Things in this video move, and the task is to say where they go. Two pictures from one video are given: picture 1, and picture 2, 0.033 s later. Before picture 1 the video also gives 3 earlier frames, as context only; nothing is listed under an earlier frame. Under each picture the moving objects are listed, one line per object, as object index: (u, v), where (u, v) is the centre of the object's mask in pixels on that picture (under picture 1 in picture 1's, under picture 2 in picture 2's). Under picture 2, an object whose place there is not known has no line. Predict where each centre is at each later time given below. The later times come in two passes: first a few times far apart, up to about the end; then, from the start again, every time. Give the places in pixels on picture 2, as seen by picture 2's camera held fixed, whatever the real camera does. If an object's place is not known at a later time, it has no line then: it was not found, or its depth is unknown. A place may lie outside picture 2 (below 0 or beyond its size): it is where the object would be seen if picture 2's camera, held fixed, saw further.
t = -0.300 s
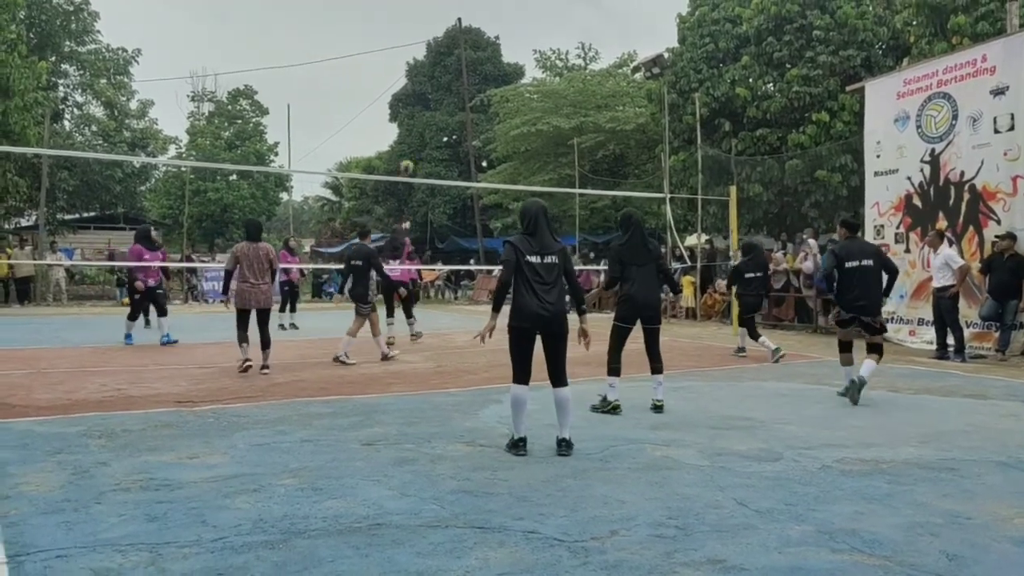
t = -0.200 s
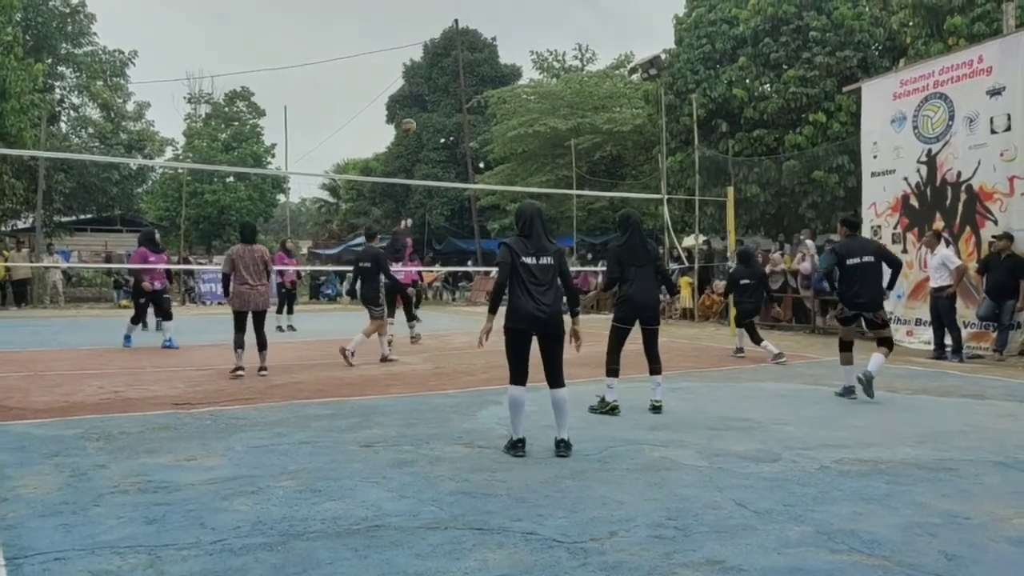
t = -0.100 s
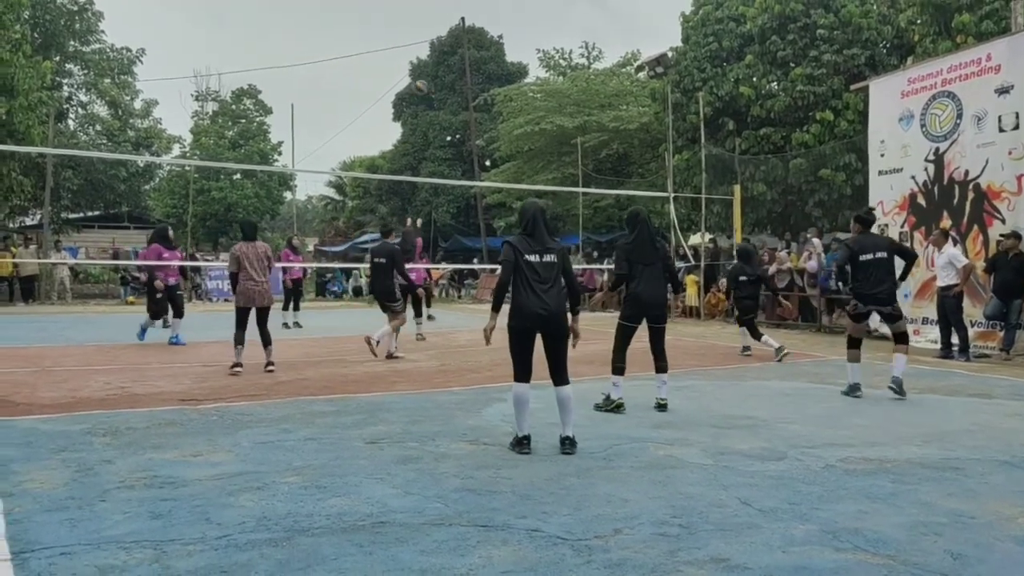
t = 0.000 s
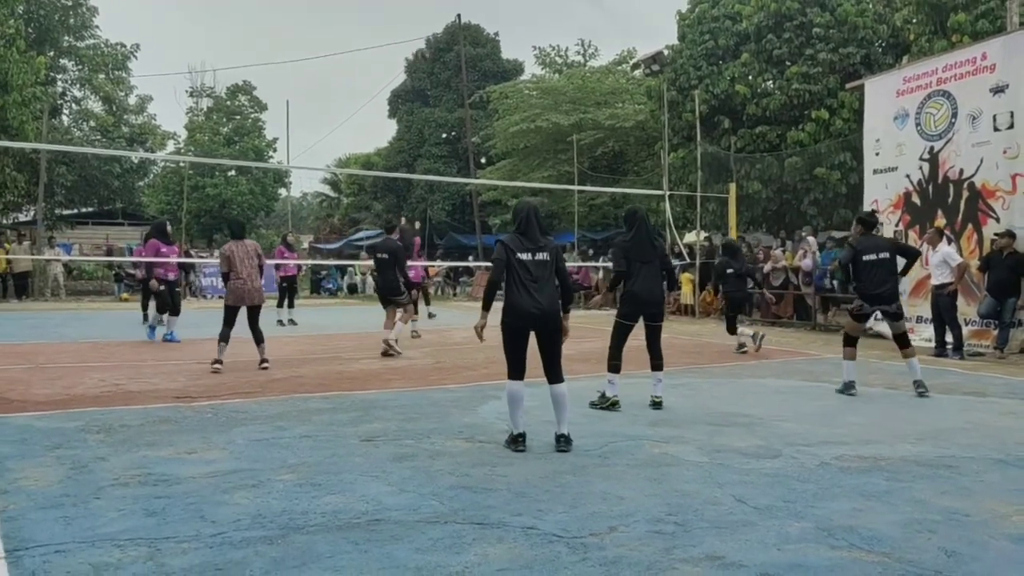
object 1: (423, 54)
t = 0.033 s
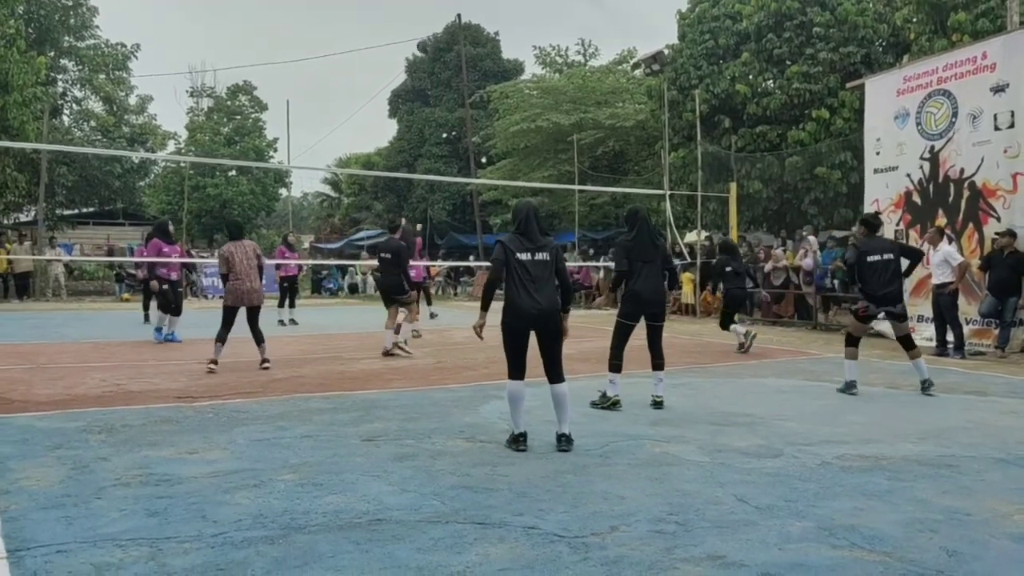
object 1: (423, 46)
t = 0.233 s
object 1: (434, 13)
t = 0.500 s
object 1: (447, 10)
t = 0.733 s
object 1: (460, 45)
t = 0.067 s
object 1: (425, 38)
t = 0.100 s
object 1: (427, 32)
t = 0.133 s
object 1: (429, 26)
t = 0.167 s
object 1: (431, 21)
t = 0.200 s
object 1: (432, 16)
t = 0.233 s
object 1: (434, 13)
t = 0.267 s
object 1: (435, 9)
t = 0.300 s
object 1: (437, 7)
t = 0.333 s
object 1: (439, 6)
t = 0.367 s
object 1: (440, 5)
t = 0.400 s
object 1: (442, 5)
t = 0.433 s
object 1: (444, 6)
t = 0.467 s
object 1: (446, 7)
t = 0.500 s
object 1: (447, 10)
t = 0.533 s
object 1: (449, 13)
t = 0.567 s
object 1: (451, 17)
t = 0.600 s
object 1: (452, 21)
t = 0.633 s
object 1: (453, 25)
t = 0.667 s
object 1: (457, 28)
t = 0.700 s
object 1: (459, 37)
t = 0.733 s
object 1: (460, 45)
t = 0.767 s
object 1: (461, 54)
